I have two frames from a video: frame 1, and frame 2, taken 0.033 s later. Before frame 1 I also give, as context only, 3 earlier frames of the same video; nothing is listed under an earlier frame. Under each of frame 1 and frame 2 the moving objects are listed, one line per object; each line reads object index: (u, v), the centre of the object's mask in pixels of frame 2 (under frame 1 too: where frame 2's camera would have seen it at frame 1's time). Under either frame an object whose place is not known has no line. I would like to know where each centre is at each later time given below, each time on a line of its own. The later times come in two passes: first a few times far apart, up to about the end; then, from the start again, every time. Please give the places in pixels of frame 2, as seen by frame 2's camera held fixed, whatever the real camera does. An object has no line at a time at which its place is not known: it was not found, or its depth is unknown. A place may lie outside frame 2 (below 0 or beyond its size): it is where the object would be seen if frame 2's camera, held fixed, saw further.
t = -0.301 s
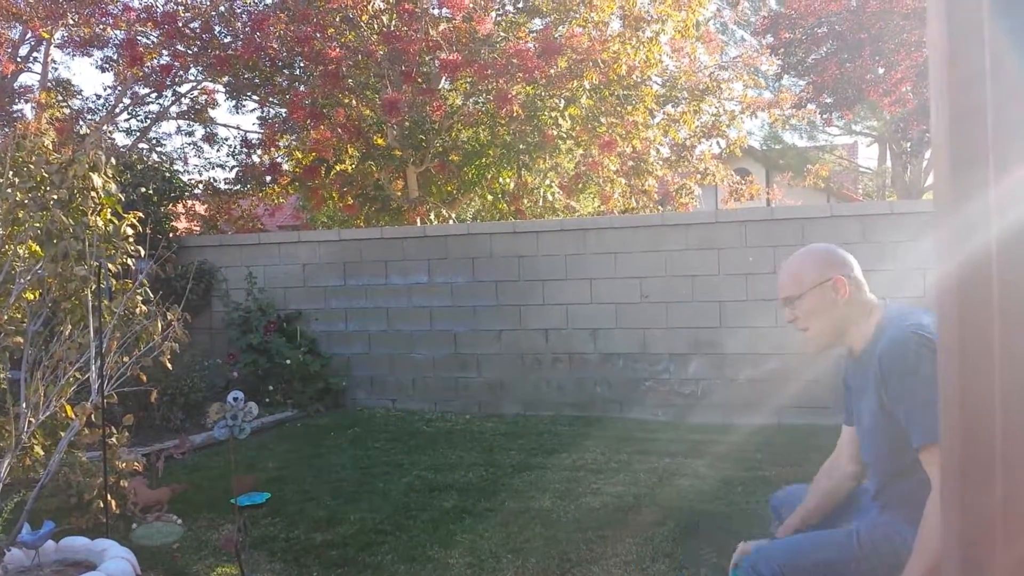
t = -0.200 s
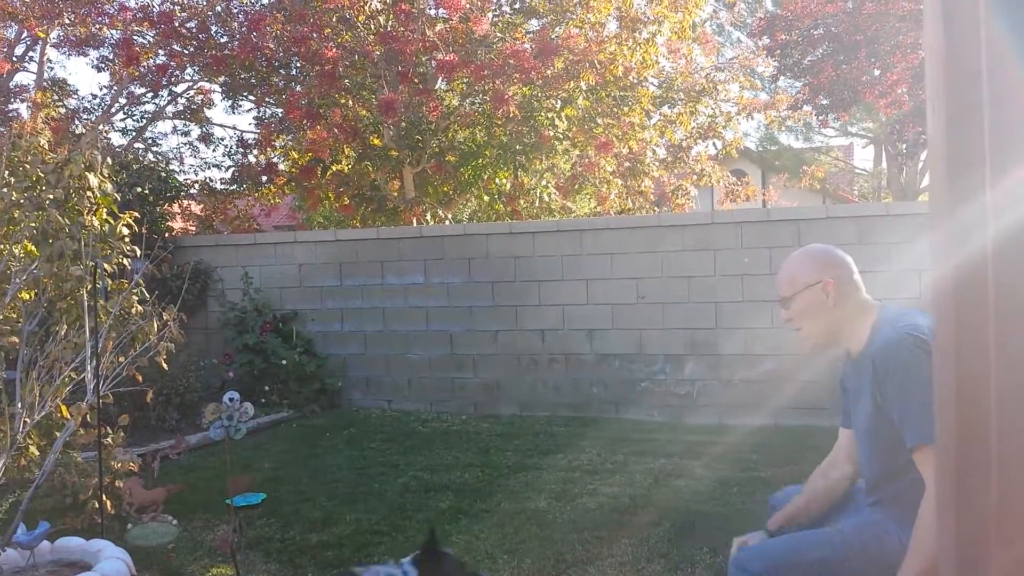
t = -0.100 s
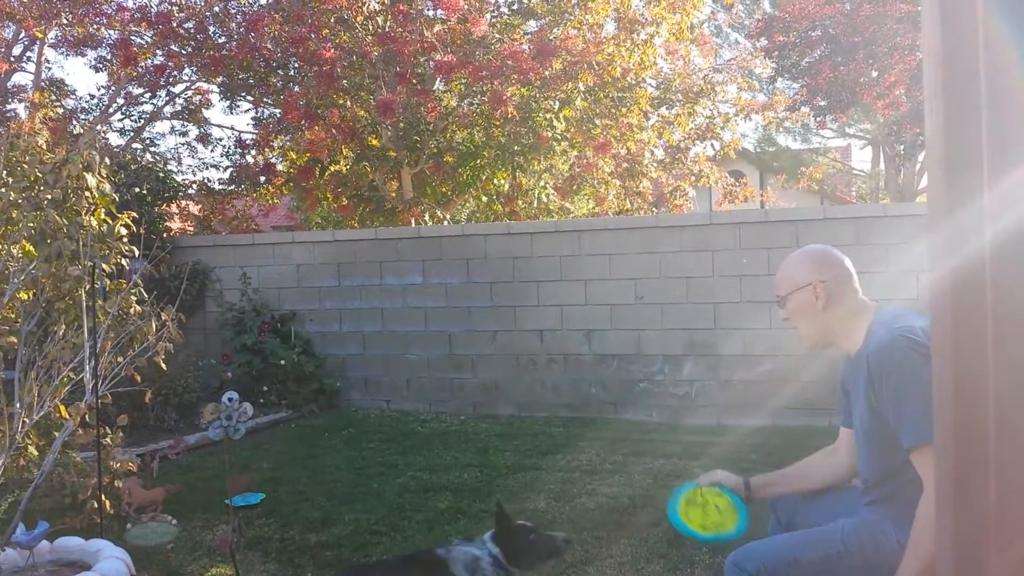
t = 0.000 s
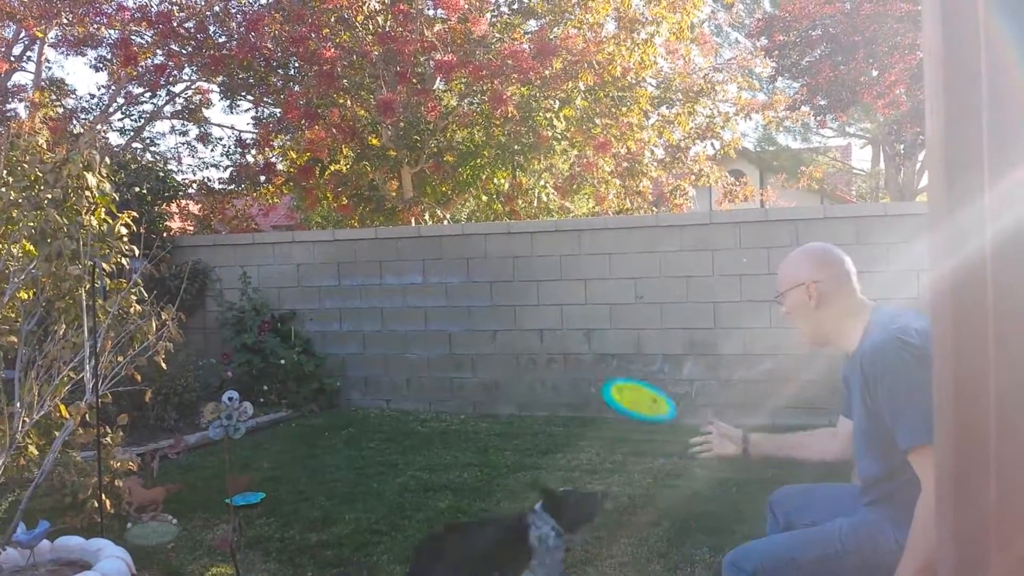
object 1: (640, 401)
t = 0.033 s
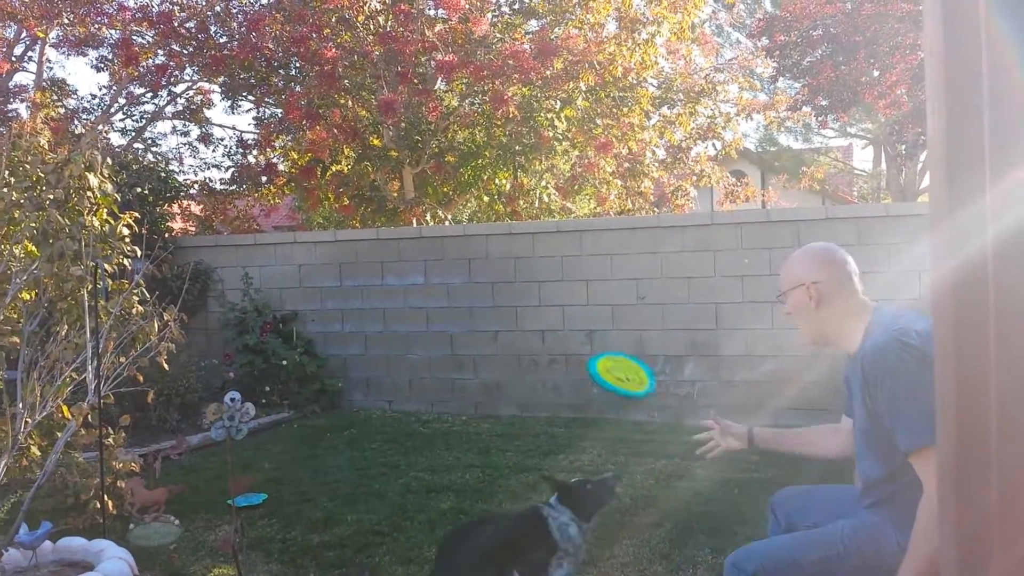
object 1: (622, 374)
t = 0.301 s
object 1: (521, 288)
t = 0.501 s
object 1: (479, 303)
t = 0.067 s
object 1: (606, 352)
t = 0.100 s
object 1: (590, 334)
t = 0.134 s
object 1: (576, 320)
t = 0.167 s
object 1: (563, 308)
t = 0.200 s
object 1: (551, 300)
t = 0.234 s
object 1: (540, 293)
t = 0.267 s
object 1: (530, 289)
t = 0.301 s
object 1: (521, 288)
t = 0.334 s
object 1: (513, 287)
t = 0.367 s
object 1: (505, 288)
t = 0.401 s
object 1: (498, 291)
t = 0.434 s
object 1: (491, 294)
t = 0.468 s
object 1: (485, 298)
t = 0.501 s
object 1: (479, 303)
